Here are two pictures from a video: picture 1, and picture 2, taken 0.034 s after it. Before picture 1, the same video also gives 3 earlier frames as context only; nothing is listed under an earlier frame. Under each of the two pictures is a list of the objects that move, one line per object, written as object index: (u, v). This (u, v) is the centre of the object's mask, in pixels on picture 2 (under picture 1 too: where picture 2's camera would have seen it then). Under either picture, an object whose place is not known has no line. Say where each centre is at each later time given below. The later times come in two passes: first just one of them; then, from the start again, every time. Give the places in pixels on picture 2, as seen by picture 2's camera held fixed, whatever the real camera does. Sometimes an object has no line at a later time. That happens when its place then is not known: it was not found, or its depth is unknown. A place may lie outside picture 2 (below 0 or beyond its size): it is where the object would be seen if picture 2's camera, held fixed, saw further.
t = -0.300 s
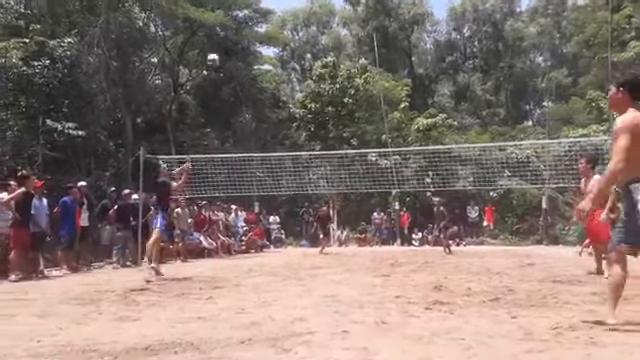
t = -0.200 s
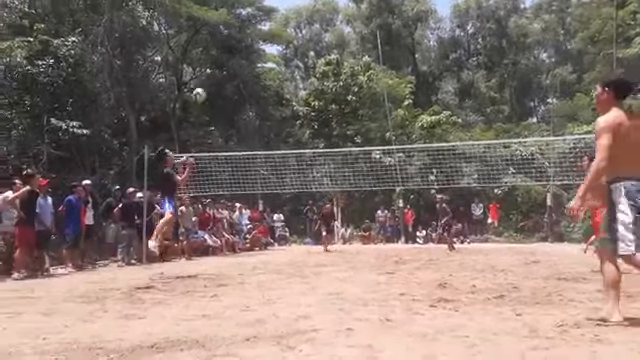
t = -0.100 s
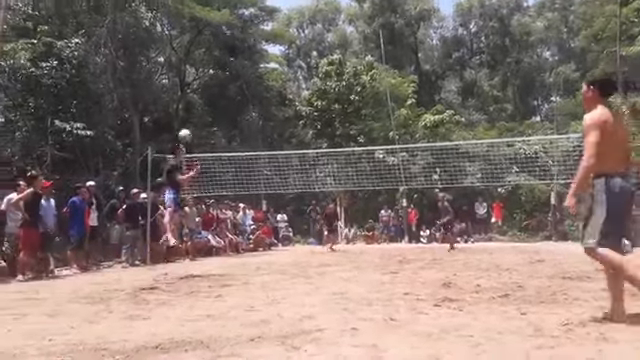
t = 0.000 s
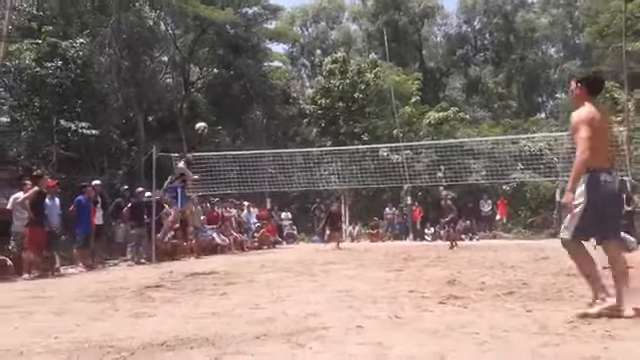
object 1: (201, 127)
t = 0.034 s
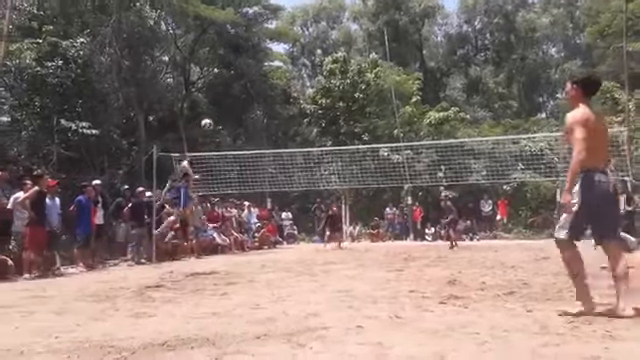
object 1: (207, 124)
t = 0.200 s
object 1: (227, 117)
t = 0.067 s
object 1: (211, 121)
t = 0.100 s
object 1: (215, 119)
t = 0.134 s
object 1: (219, 118)
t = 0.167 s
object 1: (223, 118)
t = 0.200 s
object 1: (227, 117)
